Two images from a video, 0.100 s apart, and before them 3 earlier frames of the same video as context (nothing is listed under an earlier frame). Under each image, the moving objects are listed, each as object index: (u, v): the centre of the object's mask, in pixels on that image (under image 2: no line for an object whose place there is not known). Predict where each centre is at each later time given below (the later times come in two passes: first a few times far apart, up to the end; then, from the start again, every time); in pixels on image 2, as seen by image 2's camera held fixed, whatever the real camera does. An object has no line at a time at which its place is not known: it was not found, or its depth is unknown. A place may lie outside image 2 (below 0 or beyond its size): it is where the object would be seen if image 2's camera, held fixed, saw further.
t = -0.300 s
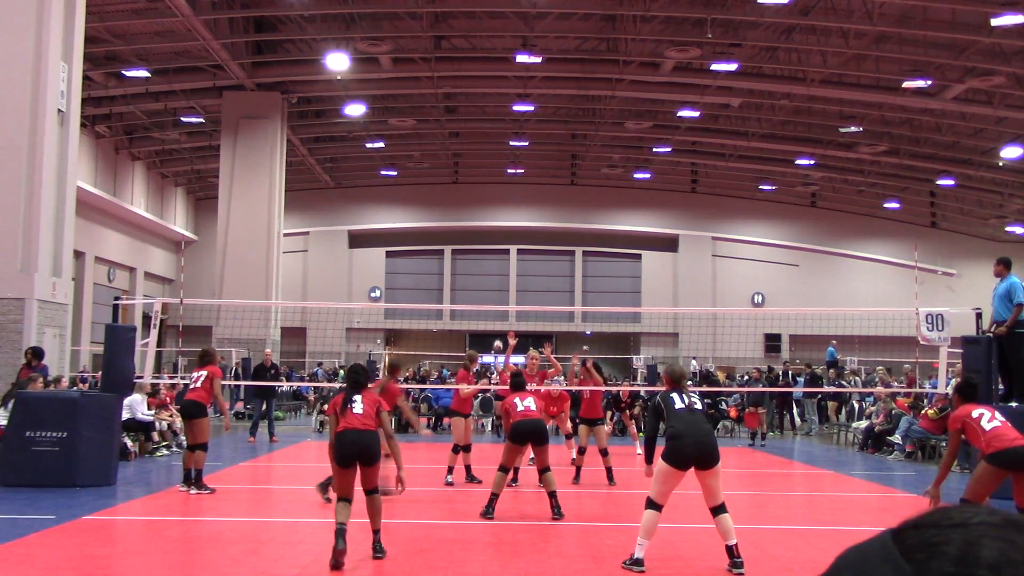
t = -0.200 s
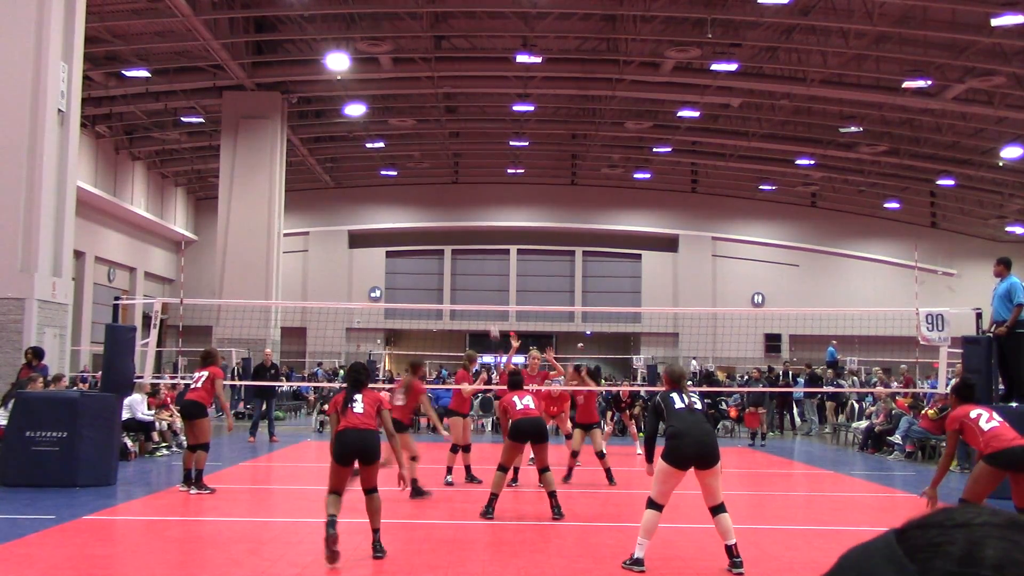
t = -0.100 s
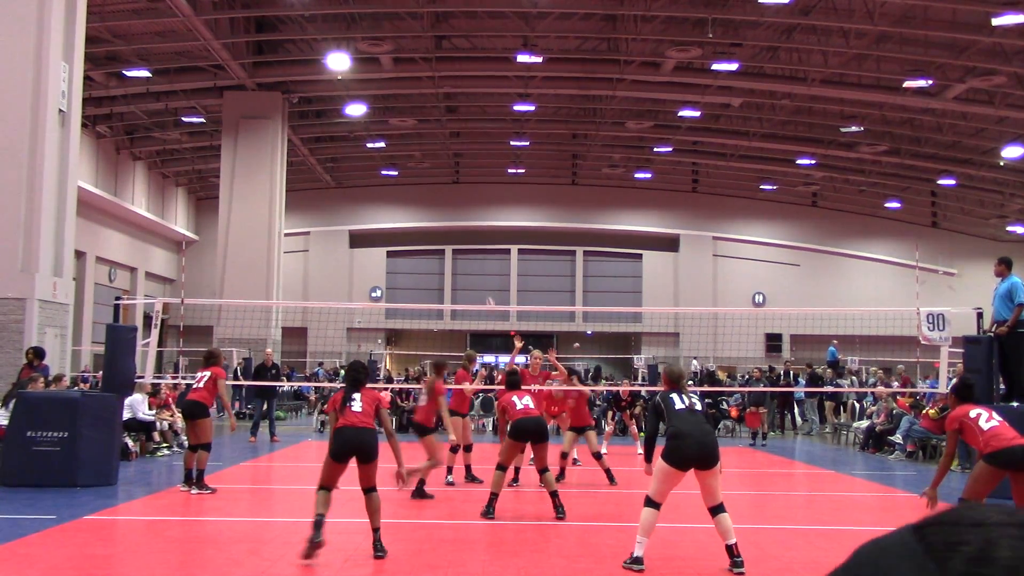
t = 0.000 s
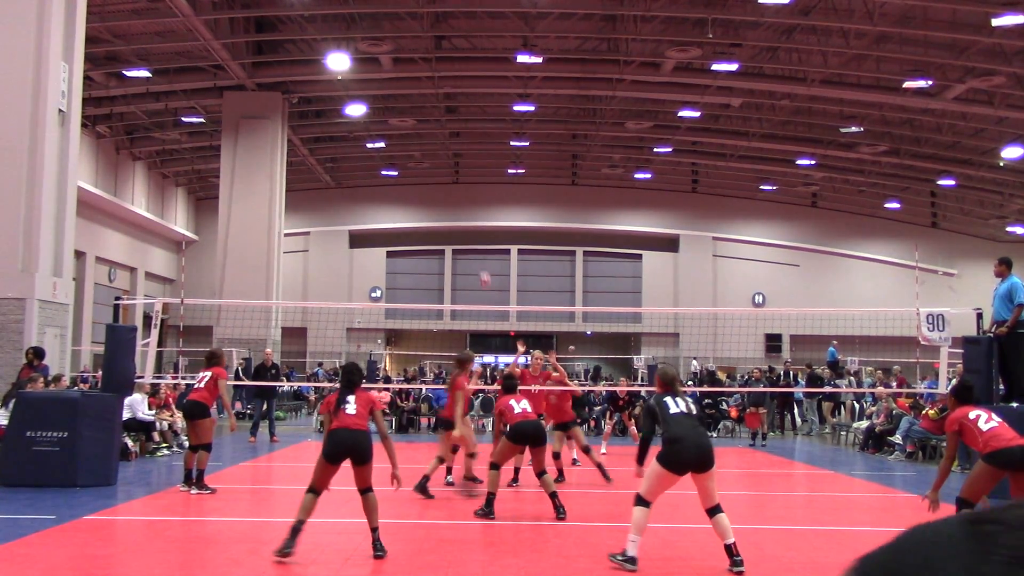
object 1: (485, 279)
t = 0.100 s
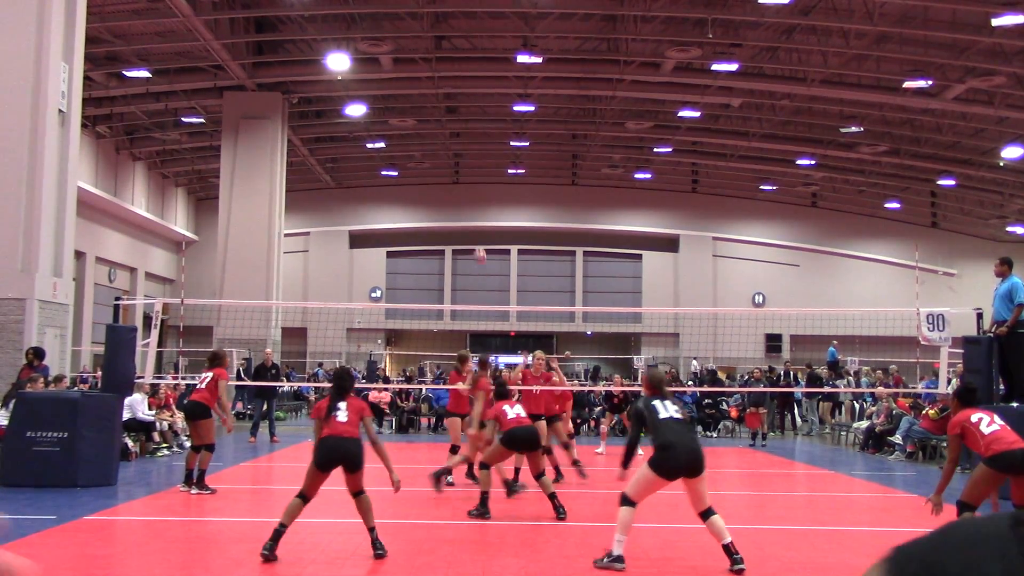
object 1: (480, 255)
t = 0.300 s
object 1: (469, 215)
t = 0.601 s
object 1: (445, 199)
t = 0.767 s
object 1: (418, 218)
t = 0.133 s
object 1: (478, 247)
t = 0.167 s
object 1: (476, 239)
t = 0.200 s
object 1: (475, 233)
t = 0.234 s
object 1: (473, 227)
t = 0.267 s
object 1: (471, 219)
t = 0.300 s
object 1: (469, 215)
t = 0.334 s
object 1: (467, 210)
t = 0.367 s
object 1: (465, 206)
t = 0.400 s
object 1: (463, 204)
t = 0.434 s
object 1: (461, 202)
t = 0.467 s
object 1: (458, 200)
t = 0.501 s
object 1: (456, 198)
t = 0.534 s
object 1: (452, 198)
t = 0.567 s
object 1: (449, 198)
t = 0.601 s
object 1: (445, 199)
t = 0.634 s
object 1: (440, 200)
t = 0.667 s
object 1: (435, 203)
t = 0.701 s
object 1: (430, 207)
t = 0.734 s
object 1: (425, 211)
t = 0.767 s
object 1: (418, 218)
